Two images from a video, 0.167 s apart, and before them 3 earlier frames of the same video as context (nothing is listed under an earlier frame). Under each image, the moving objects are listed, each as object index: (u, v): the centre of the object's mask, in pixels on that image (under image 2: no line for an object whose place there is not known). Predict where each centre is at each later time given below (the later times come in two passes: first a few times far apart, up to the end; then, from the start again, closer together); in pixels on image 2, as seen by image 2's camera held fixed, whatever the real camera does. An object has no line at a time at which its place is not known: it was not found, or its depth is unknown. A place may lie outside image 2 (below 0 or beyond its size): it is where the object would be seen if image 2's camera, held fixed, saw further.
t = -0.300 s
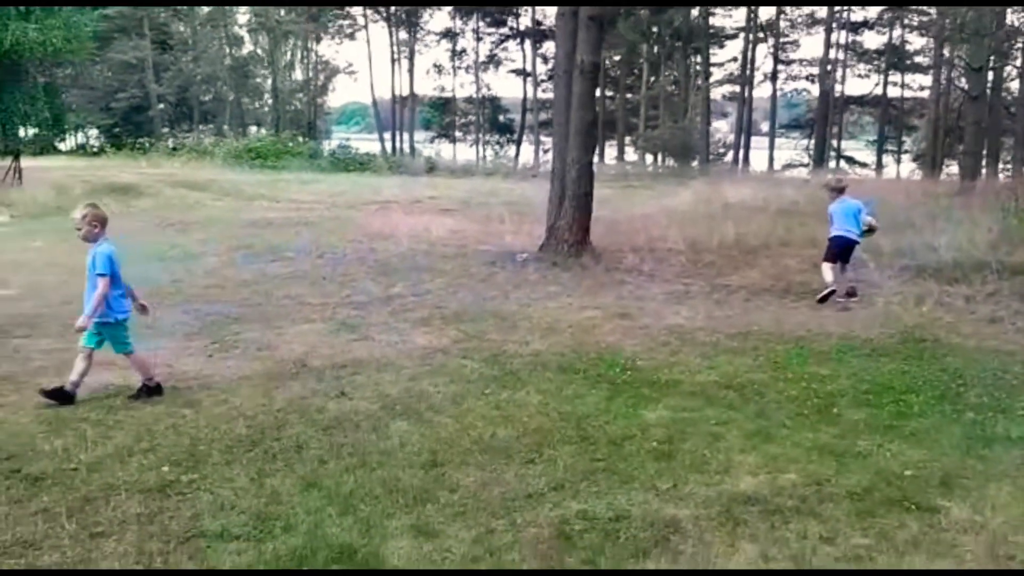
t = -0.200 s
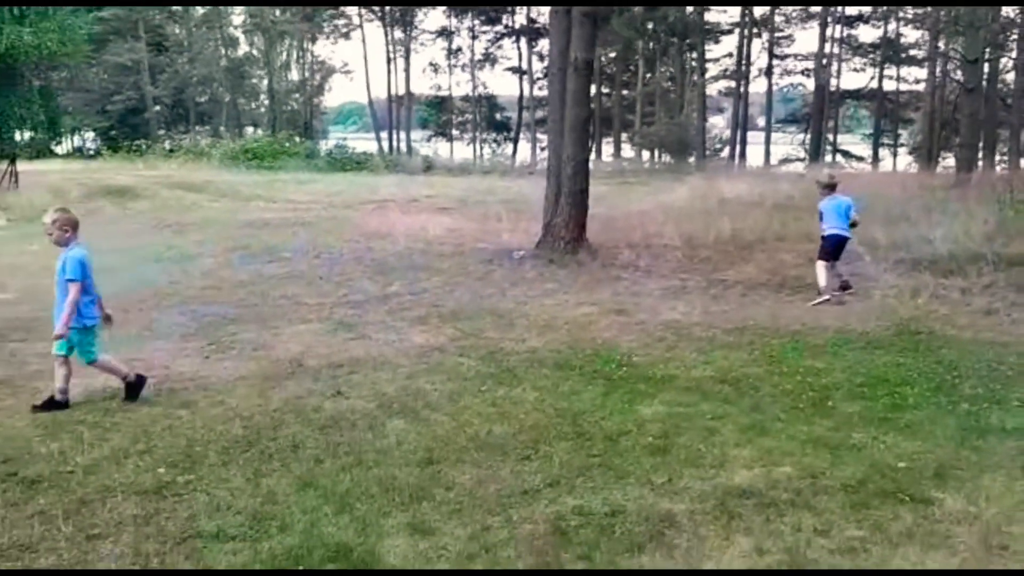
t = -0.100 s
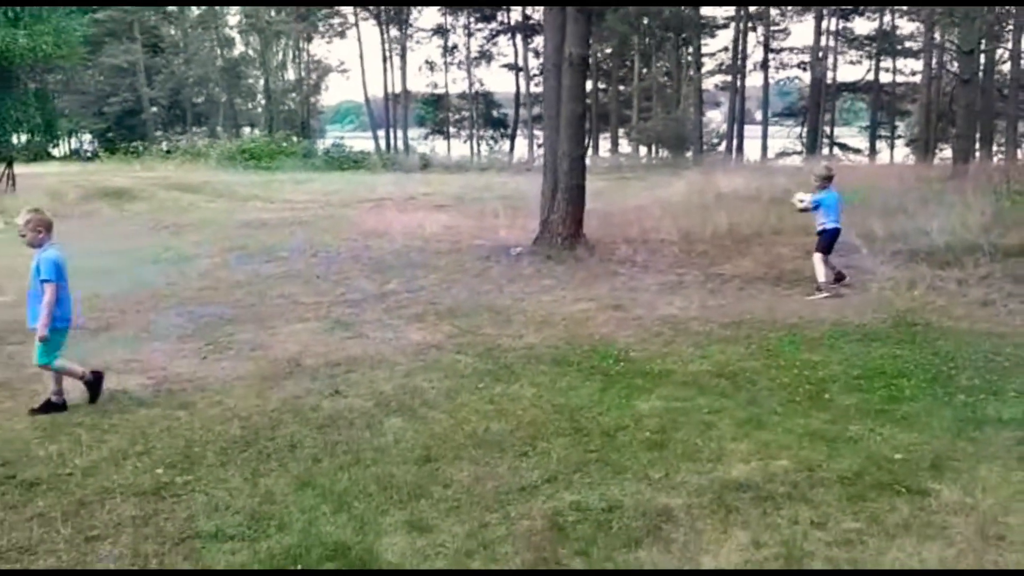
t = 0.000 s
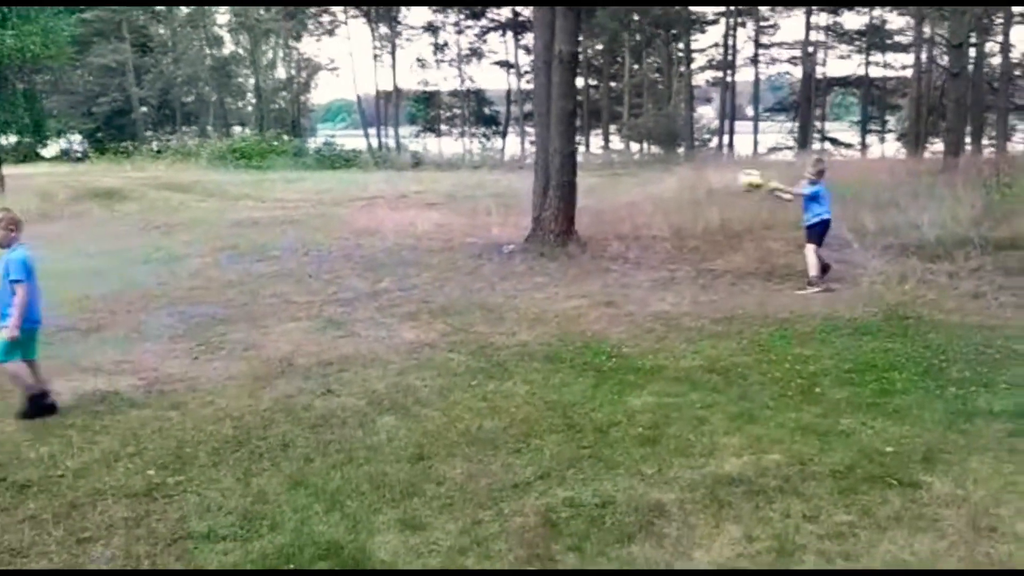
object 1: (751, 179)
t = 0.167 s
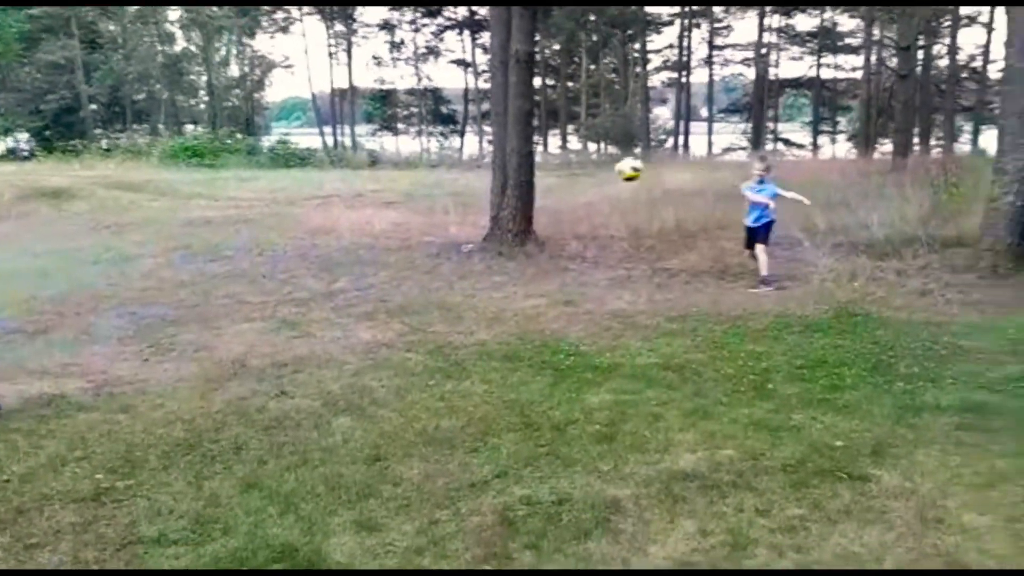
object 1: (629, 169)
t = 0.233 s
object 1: (595, 173)
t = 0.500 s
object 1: (436, 250)
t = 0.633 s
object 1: (333, 338)
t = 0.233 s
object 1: (595, 173)
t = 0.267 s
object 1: (579, 177)
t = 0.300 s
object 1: (560, 182)
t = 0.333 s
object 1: (541, 190)
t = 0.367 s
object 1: (521, 198)
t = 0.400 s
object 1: (500, 207)
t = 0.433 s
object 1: (480, 220)
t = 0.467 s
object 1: (459, 235)
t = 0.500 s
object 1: (436, 250)
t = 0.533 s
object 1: (411, 268)
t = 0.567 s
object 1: (386, 289)
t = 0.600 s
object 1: (360, 312)
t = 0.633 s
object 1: (333, 338)
